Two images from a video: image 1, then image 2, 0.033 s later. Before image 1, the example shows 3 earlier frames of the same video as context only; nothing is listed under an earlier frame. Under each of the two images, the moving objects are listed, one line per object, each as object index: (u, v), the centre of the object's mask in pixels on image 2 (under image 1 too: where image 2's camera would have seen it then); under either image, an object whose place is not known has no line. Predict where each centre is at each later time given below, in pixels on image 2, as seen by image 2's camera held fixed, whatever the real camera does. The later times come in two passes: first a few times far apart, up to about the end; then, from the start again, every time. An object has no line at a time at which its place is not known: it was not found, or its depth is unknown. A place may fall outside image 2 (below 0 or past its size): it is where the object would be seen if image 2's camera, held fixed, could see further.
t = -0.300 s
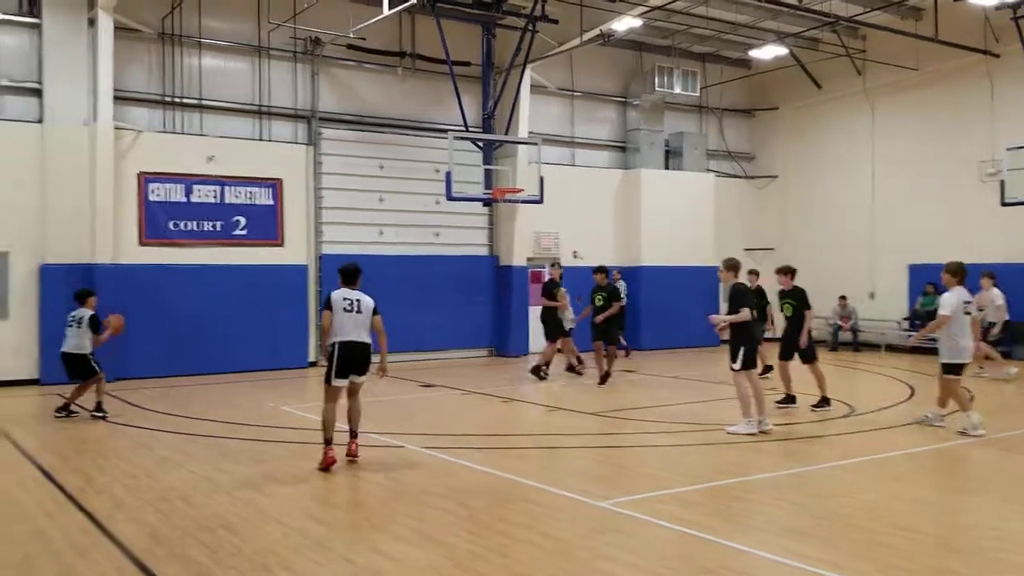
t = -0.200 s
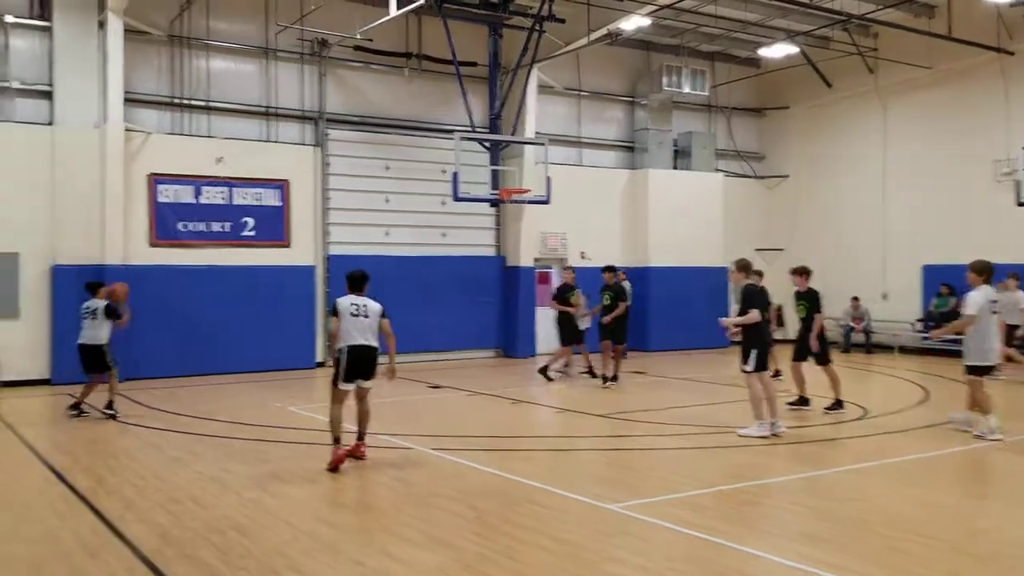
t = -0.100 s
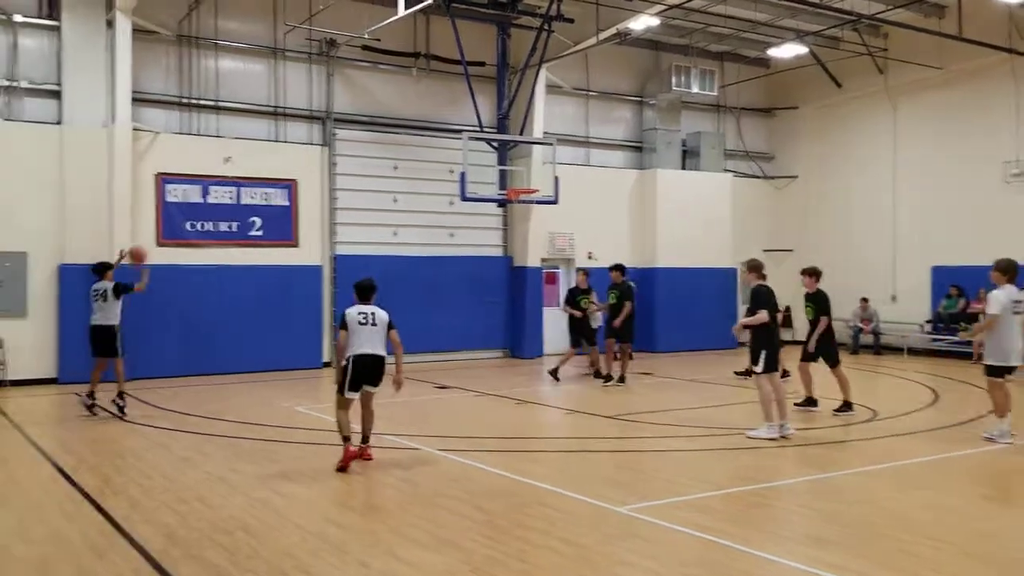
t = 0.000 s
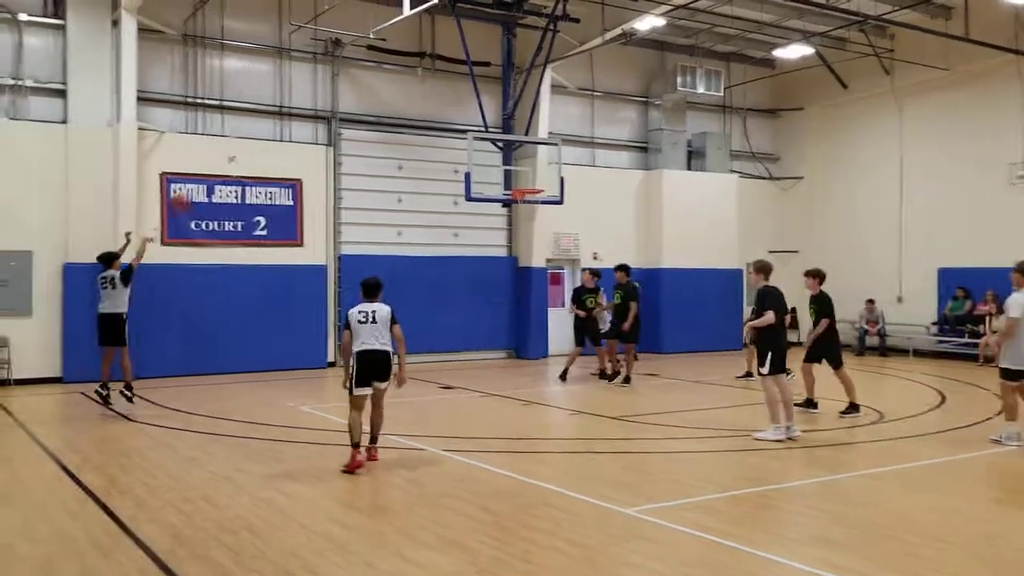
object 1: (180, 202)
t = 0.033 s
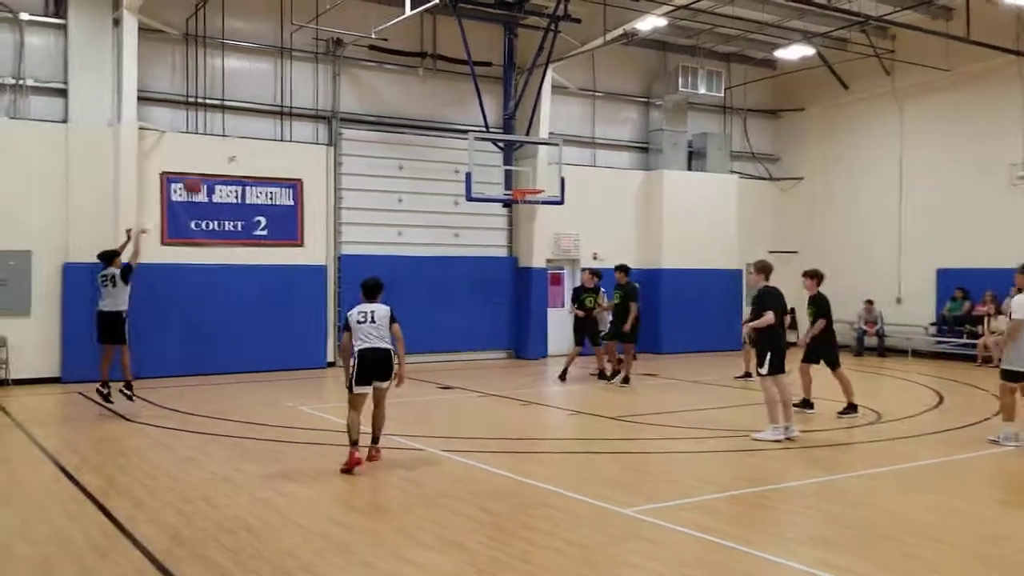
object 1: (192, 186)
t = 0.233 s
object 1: (267, 115)
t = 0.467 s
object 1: (341, 74)
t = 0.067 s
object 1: (206, 171)
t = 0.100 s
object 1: (218, 158)
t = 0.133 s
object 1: (230, 146)
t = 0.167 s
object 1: (242, 134)
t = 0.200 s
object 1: (254, 124)
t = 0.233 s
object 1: (267, 115)
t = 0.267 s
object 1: (278, 108)
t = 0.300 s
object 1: (290, 99)
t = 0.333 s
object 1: (300, 92)
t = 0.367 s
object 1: (310, 86)
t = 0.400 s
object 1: (321, 82)
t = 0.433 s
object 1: (331, 78)
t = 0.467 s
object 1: (341, 74)
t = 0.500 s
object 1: (351, 72)
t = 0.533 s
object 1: (360, 70)
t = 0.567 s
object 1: (371, 70)
